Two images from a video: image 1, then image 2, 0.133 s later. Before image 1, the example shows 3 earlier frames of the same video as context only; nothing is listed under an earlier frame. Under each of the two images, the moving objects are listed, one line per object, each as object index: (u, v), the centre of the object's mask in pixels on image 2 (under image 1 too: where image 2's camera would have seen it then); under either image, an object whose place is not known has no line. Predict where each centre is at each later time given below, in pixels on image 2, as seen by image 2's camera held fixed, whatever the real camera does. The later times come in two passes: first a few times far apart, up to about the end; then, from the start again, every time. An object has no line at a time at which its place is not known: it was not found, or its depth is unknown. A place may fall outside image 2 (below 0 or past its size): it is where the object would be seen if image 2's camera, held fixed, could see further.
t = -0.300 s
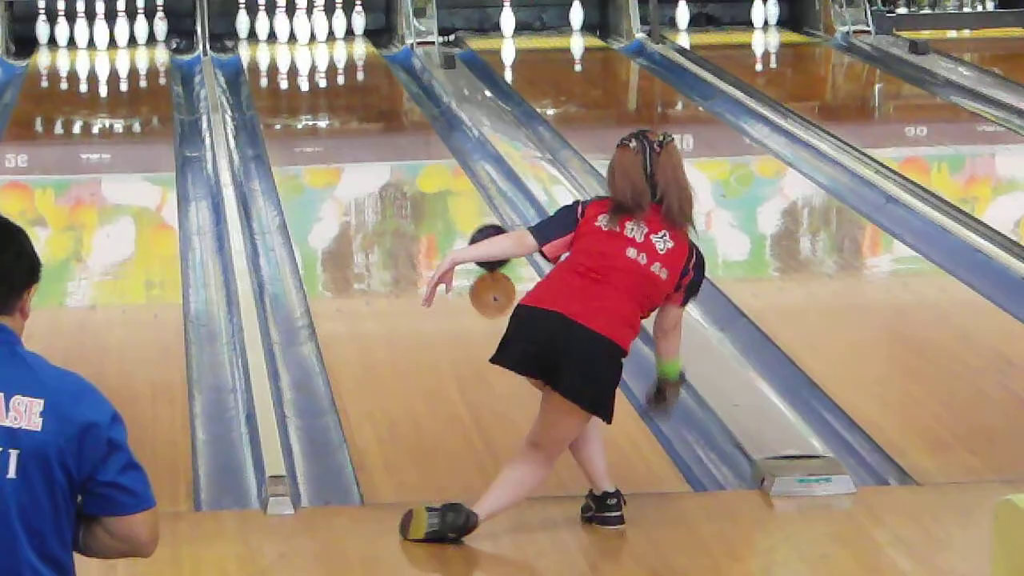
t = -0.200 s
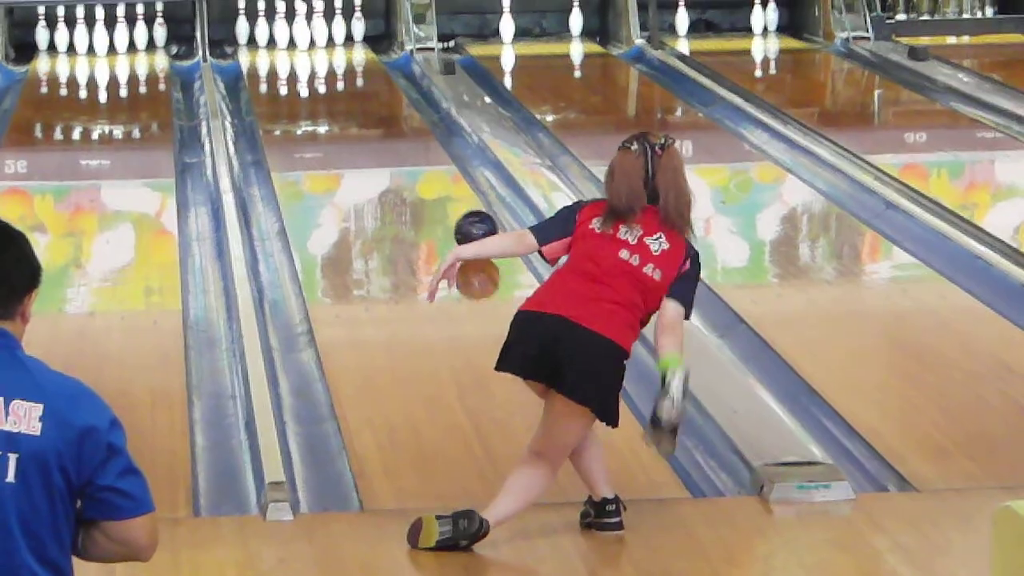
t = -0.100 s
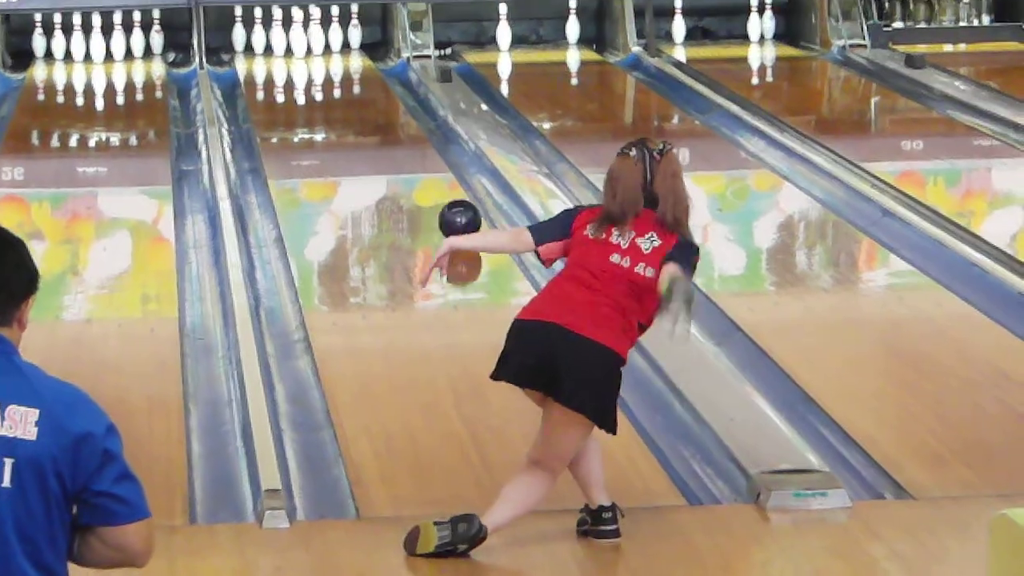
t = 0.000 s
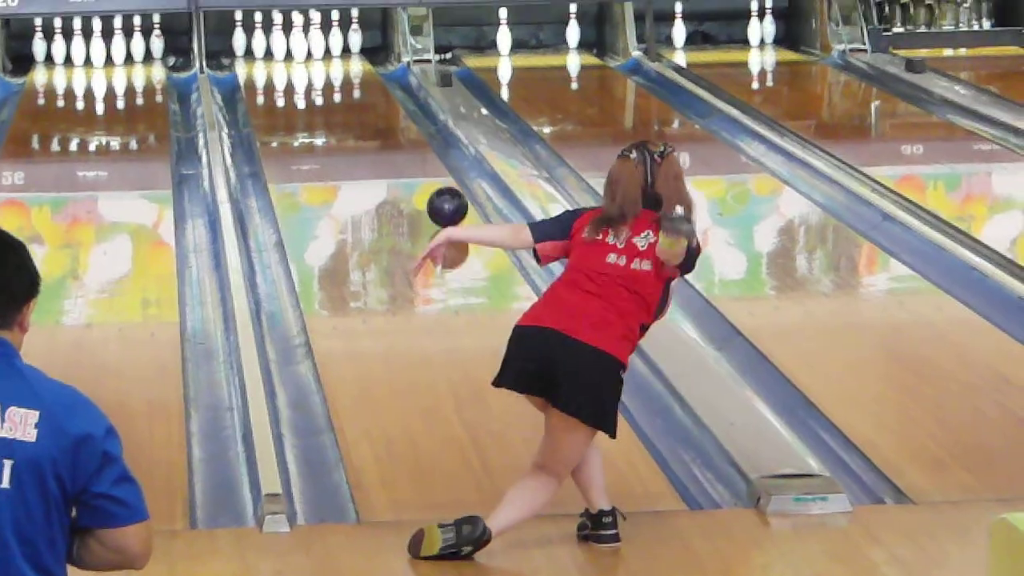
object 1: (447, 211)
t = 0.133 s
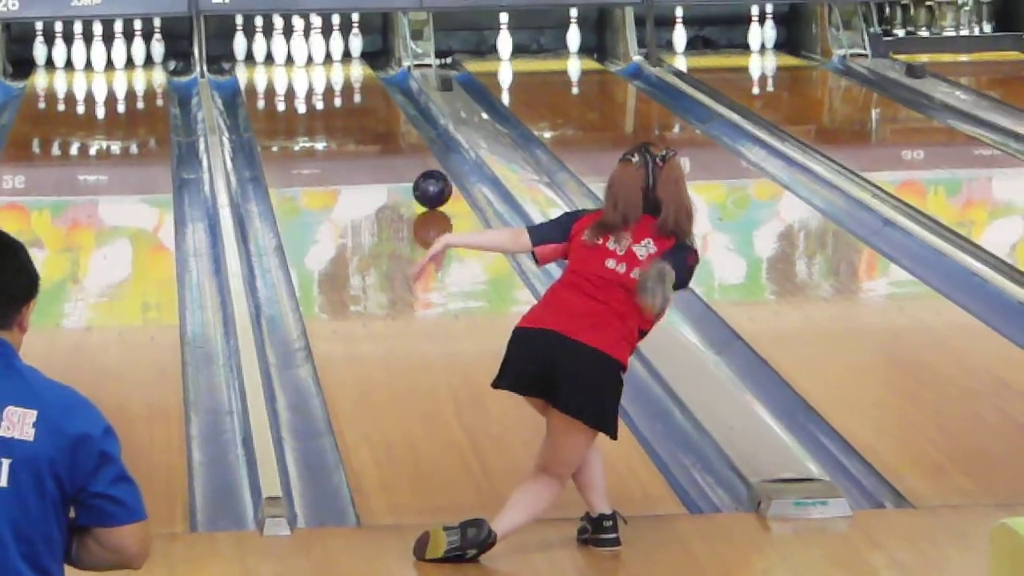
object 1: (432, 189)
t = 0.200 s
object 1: (425, 179)
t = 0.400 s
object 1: (406, 152)
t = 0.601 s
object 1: (388, 129)
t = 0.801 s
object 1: (370, 110)
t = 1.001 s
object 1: (355, 91)
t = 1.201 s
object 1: (338, 75)
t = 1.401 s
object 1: (322, 62)
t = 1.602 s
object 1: (311, 52)
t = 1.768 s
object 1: (313, 47)
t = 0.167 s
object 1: (428, 184)
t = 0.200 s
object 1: (425, 179)
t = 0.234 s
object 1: (421, 174)
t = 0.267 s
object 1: (418, 170)
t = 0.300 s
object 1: (415, 165)
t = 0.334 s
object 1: (412, 161)
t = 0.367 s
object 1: (409, 157)
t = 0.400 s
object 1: (406, 152)
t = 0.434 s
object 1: (403, 148)
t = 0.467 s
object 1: (400, 144)
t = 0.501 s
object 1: (397, 140)
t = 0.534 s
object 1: (393, 136)
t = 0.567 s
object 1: (390, 133)
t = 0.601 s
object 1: (388, 129)
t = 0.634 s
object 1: (384, 126)
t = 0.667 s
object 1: (382, 123)
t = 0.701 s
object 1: (379, 120)
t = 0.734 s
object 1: (376, 116)
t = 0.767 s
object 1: (373, 113)
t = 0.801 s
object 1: (370, 110)
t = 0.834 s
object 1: (368, 107)
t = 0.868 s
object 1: (365, 103)
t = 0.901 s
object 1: (363, 101)
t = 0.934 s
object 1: (361, 98)
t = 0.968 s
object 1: (358, 94)
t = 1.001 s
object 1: (355, 91)
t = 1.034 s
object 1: (352, 88)
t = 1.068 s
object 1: (349, 85)
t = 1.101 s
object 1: (346, 82)
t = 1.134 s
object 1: (344, 80)
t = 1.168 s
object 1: (341, 77)
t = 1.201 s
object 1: (338, 75)
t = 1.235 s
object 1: (335, 73)
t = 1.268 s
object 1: (333, 71)
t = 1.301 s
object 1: (330, 69)
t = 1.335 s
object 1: (327, 66)
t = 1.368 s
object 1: (325, 64)
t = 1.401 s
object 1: (322, 62)
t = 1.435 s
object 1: (319, 61)
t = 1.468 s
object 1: (317, 58)
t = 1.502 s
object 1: (315, 56)
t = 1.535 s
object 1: (311, 54)
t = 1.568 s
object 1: (311, 53)
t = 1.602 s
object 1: (311, 52)
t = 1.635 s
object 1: (309, 51)
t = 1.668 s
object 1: (309, 50)
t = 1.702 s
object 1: (310, 49)
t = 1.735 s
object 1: (312, 48)
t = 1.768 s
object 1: (313, 47)
